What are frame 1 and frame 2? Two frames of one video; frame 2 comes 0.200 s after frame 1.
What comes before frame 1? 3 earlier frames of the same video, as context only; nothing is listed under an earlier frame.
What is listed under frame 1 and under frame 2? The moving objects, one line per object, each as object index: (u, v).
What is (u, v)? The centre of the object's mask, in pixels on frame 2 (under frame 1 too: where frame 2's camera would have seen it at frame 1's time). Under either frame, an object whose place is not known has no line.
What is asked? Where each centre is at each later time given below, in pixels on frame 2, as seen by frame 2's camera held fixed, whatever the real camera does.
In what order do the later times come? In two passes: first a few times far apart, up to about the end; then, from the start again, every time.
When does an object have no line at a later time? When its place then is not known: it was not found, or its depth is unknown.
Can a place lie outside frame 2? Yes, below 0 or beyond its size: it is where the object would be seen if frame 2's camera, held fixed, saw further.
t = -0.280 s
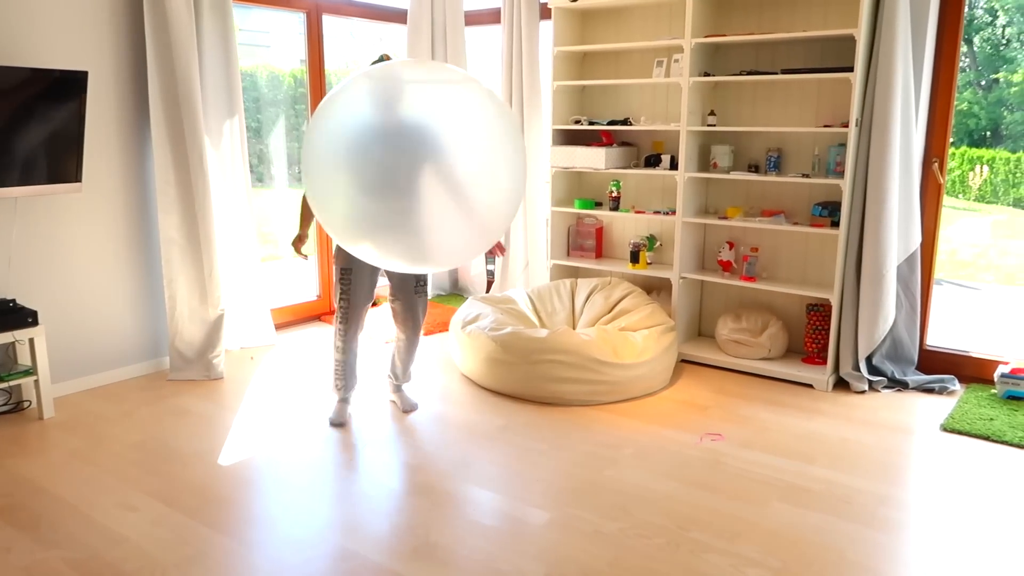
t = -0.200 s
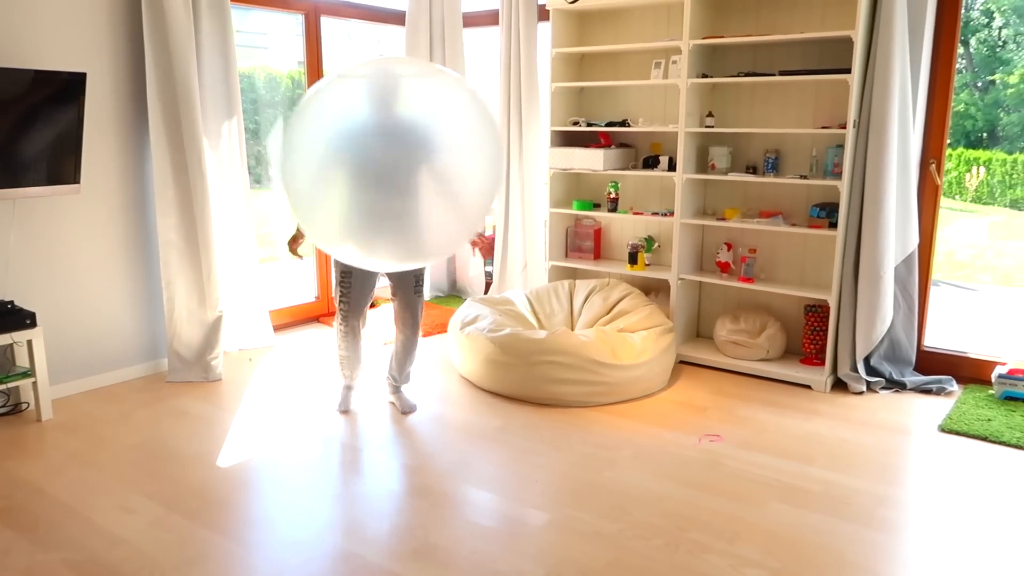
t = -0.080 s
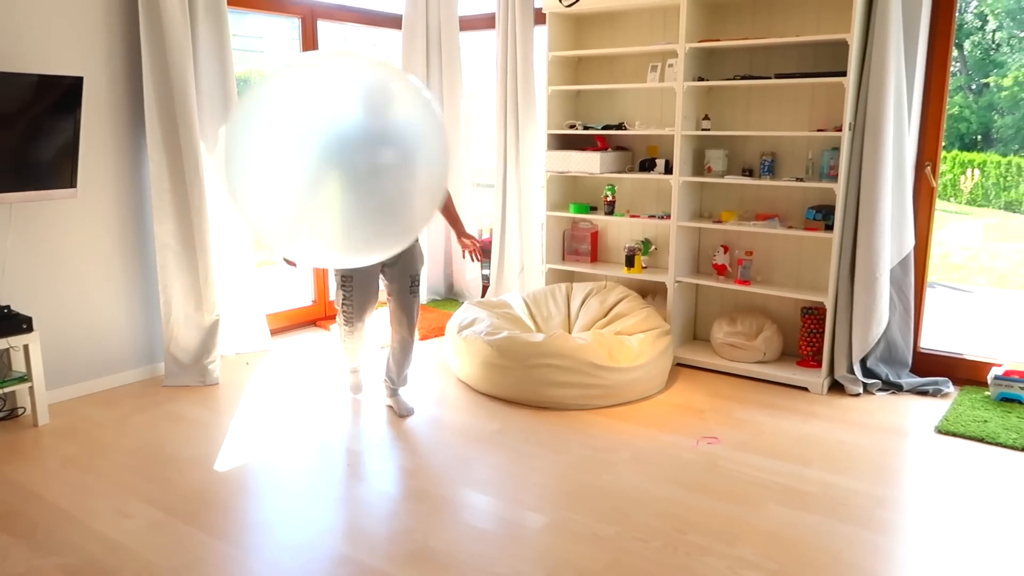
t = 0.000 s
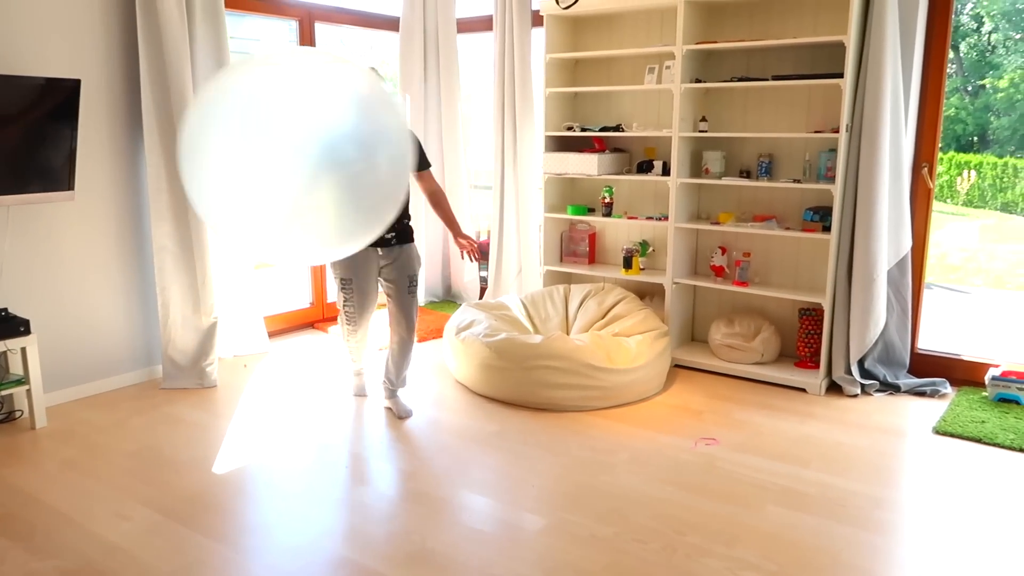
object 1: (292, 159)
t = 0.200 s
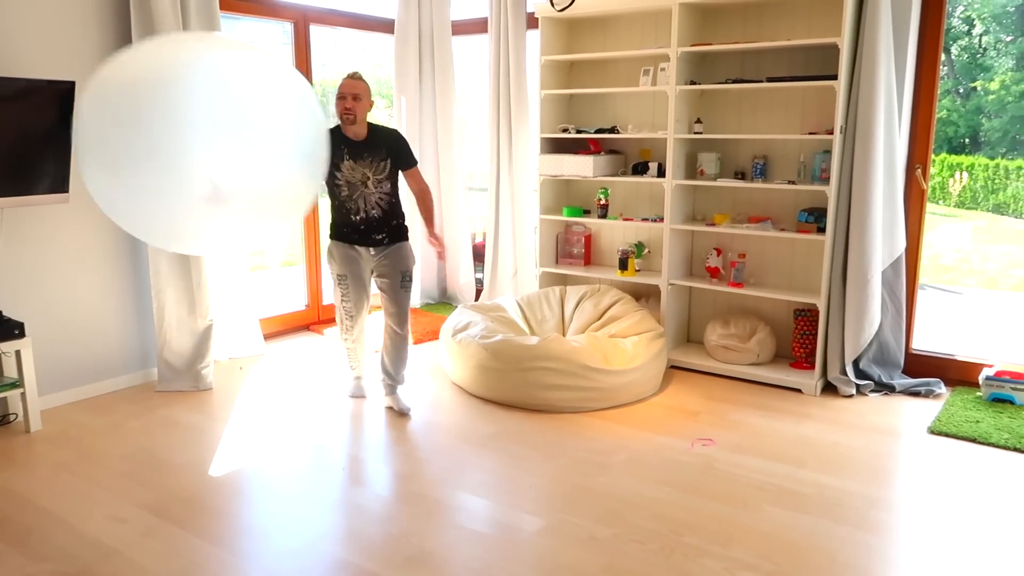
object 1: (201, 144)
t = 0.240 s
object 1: (186, 133)
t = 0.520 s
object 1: (107, 81)
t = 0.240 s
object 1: (186, 133)
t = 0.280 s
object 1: (175, 123)
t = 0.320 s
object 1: (163, 112)
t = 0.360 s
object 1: (149, 103)
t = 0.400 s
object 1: (136, 97)
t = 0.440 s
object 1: (125, 89)
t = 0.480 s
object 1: (116, 85)
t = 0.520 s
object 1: (107, 81)
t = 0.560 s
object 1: (101, 75)
